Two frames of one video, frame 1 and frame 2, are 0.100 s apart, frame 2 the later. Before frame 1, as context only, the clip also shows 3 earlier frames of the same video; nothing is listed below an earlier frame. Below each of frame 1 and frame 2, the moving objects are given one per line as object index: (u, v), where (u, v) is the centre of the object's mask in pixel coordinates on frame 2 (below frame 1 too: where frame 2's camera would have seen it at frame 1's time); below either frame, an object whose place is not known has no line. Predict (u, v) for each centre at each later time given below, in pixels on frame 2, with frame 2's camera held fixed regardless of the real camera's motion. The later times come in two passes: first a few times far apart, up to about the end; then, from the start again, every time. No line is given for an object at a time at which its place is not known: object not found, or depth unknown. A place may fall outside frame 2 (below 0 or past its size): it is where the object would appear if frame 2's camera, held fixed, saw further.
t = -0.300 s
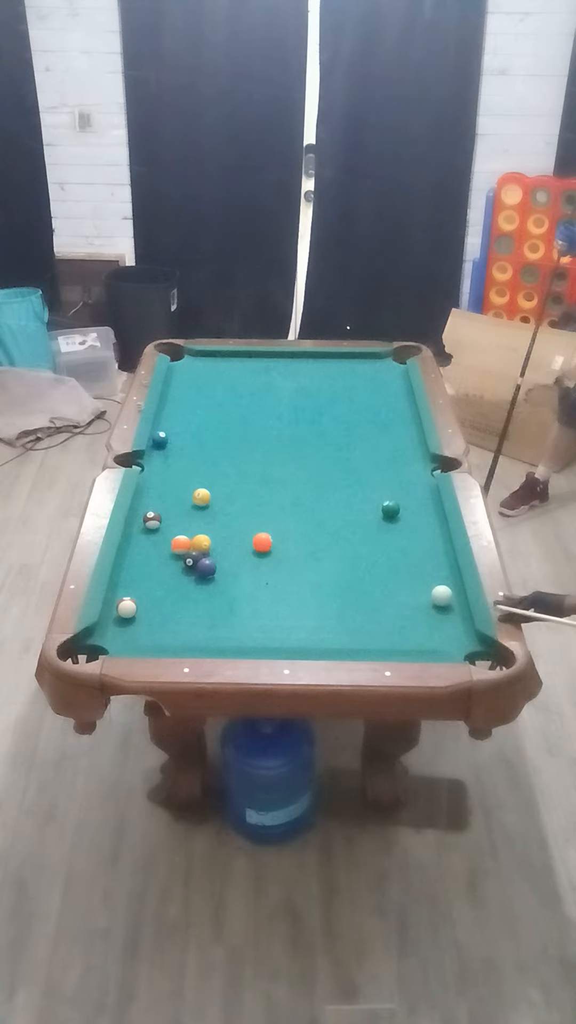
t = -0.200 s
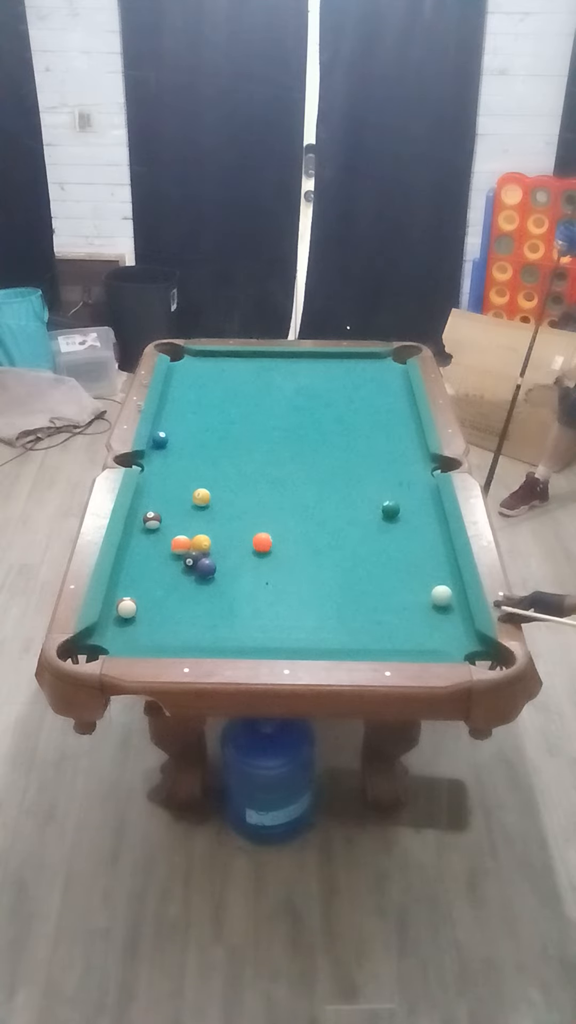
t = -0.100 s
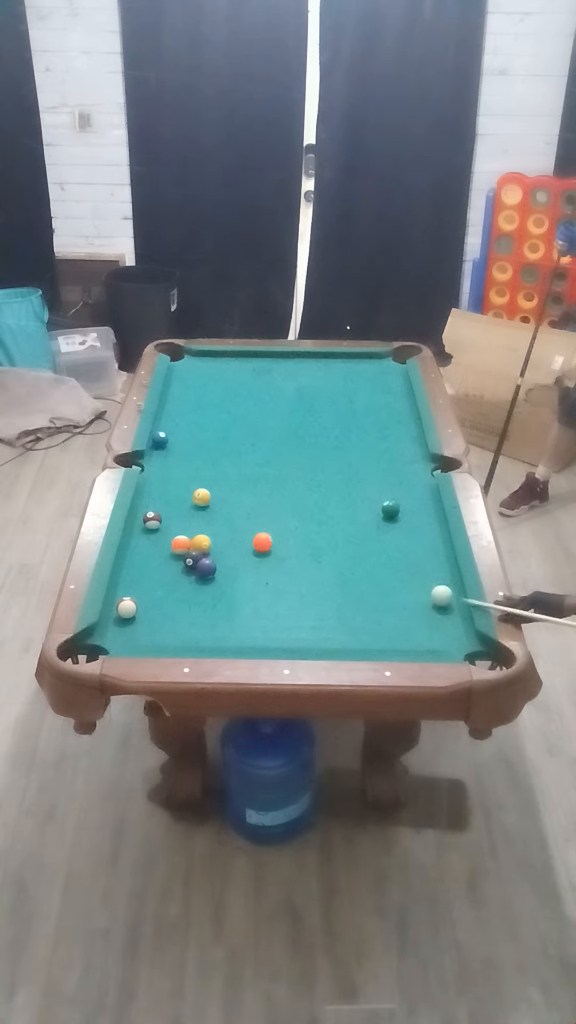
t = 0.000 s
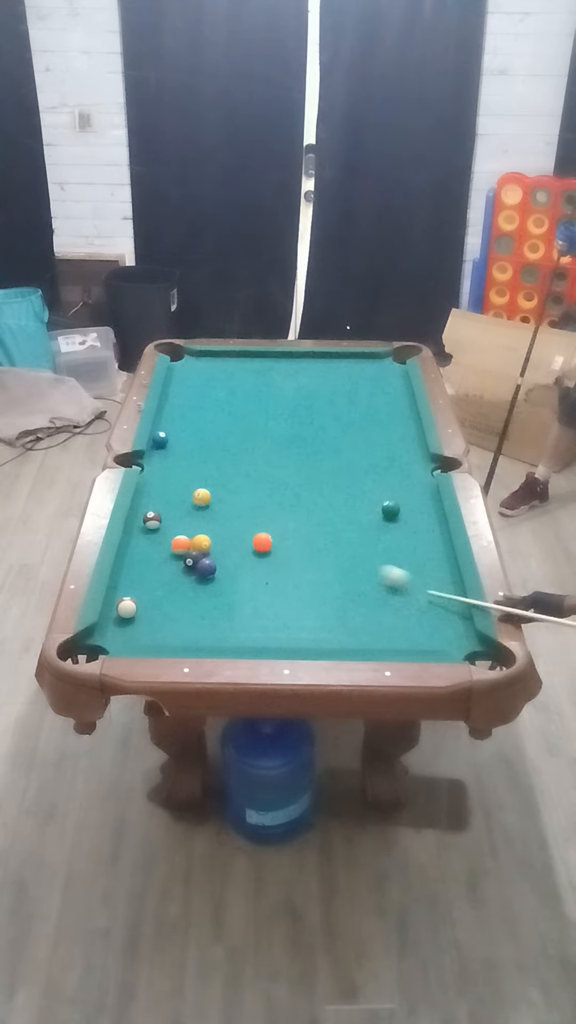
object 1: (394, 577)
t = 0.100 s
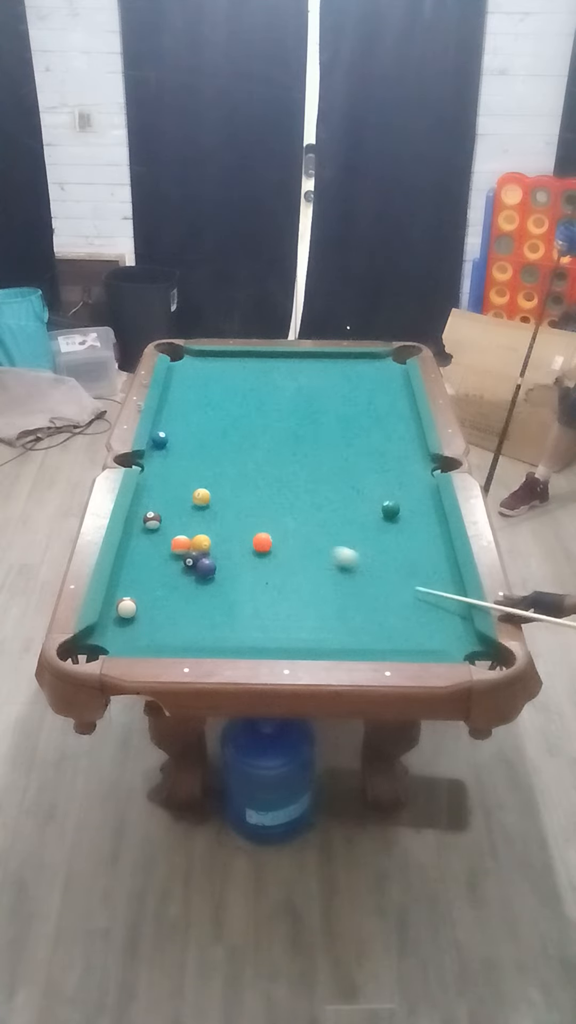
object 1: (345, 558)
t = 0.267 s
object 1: (276, 529)
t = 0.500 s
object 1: (206, 505)
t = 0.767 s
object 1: (168, 501)
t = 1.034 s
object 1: (146, 497)
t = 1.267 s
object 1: (160, 497)
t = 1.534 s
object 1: (173, 495)
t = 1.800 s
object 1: (183, 494)
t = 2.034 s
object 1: (190, 493)
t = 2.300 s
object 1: (195, 492)
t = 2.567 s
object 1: (197, 492)
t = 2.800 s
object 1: (197, 492)
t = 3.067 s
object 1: (197, 492)
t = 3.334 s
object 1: (197, 492)
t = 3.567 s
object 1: (197, 492)
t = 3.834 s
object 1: (197, 492)
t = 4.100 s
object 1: (197, 491)
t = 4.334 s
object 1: (197, 492)
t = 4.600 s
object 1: (197, 492)
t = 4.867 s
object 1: (197, 492)
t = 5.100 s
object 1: (197, 492)
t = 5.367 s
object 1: (197, 491)
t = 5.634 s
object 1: (197, 491)
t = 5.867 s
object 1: (197, 492)
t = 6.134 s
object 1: (197, 492)
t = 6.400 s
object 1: (197, 492)
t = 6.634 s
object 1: (197, 492)
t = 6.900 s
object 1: (197, 491)
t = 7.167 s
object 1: (197, 492)
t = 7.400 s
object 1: (197, 492)
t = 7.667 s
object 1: (197, 492)
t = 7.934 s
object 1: (197, 492)
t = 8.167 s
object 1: (197, 492)
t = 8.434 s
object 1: (197, 492)
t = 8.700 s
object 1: (197, 492)
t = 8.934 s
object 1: (197, 492)
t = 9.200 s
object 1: (197, 492)
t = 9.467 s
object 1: (197, 492)
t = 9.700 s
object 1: (197, 491)
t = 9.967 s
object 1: (197, 492)
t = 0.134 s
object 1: (331, 552)
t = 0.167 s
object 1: (316, 546)
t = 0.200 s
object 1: (303, 541)
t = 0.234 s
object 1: (289, 535)
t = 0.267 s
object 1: (276, 529)
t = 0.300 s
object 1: (263, 524)
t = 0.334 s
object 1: (250, 519)
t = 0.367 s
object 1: (238, 514)
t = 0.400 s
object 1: (225, 510)
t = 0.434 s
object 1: (214, 505)
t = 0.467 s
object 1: (210, 505)
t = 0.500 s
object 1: (206, 505)
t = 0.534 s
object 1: (201, 505)
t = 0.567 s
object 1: (196, 505)
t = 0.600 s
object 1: (191, 504)
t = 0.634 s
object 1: (186, 503)
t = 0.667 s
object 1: (182, 503)
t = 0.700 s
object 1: (177, 502)
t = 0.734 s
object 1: (172, 502)
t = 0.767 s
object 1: (168, 501)
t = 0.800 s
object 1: (163, 501)
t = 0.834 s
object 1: (158, 500)
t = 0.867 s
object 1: (154, 500)
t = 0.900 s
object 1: (150, 499)
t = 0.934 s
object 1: (145, 498)
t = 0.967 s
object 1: (142, 498)
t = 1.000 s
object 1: (143, 498)
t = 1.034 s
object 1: (146, 497)
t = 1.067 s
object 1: (148, 497)
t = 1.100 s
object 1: (150, 497)
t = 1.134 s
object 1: (152, 497)
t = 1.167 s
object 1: (154, 497)
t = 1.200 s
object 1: (156, 497)
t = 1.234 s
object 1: (158, 497)
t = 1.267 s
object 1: (160, 497)
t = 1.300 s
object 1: (161, 496)
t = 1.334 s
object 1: (163, 496)
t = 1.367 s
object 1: (165, 496)
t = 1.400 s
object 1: (167, 496)
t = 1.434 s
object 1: (168, 496)
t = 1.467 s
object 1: (170, 496)
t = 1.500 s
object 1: (171, 495)
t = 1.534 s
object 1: (173, 495)
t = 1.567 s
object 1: (174, 495)
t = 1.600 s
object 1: (176, 495)
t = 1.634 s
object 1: (177, 495)
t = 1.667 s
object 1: (179, 494)
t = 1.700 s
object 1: (180, 494)
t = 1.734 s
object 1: (181, 494)
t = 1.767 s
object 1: (182, 494)
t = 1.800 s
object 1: (183, 494)
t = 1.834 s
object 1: (184, 494)
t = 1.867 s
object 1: (185, 494)
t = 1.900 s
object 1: (186, 493)
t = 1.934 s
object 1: (187, 493)
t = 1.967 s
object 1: (188, 493)
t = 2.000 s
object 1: (189, 493)
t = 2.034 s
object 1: (190, 493)
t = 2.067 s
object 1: (190, 493)
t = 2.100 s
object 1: (191, 493)
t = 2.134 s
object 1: (192, 493)
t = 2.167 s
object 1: (192, 493)
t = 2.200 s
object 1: (193, 492)
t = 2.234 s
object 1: (193, 492)
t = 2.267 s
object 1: (194, 492)
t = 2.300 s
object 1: (195, 492)
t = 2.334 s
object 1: (195, 492)
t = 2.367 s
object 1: (195, 492)
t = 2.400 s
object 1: (196, 492)
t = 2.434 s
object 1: (196, 492)
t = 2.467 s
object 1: (196, 492)
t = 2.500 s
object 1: (196, 492)
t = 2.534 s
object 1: (197, 492)
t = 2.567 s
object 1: (197, 492)
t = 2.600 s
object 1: (197, 492)
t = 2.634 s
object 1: (197, 492)
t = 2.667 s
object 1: (197, 492)
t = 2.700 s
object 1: (197, 492)
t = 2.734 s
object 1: (197, 492)
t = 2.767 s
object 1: (197, 492)
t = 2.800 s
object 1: (197, 492)
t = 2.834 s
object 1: (197, 492)
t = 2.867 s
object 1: (197, 492)
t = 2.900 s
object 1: (197, 492)
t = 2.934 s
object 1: (197, 492)
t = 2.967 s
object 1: (197, 492)
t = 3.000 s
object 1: (197, 492)
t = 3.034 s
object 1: (197, 492)
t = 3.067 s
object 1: (197, 492)
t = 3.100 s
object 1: (197, 492)
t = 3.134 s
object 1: (197, 492)
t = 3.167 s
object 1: (197, 492)
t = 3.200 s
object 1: (197, 492)
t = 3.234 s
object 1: (197, 492)
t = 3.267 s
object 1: (197, 492)
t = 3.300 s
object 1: (197, 492)
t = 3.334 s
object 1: (197, 492)
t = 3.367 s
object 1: (197, 492)
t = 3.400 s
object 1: (197, 492)
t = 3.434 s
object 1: (197, 492)
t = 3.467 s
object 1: (197, 492)
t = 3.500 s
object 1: (197, 492)
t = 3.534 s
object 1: (197, 492)
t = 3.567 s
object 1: (197, 492)
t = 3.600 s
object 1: (197, 492)
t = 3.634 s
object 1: (197, 492)
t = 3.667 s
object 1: (197, 492)
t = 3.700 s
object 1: (197, 492)
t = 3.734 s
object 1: (197, 492)
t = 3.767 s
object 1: (197, 492)
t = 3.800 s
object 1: (197, 492)
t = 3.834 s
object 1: (197, 492)
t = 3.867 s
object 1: (197, 492)
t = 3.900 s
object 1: (197, 492)
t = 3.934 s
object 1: (197, 492)
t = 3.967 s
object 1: (197, 492)
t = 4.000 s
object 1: (197, 492)
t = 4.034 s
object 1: (197, 492)
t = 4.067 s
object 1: (197, 491)
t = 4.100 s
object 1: (197, 491)
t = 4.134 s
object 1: (197, 491)
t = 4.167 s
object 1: (197, 492)
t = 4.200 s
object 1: (197, 491)
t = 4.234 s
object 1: (197, 491)
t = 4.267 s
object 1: (197, 491)
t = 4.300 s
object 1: (197, 492)
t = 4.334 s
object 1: (197, 492)
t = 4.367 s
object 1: (197, 492)
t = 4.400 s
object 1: (197, 492)
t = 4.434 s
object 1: (197, 492)
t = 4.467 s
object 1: (197, 492)
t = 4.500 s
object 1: (197, 492)
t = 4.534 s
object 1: (197, 492)
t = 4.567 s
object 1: (197, 492)
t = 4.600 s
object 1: (197, 492)
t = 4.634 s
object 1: (197, 491)
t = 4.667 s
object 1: (197, 492)
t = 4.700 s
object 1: (197, 492)
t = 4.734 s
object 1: (197, 492)
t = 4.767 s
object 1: (197, 492)
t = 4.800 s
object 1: (197, 492)
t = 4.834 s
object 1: (197, 492)
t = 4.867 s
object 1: (197, 492)
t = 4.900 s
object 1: (197, 492)
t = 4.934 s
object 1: (197, 492)
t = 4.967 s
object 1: (197, 492)
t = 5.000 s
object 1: (197, 492)
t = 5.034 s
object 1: (197, 492)
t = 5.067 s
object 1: (197, 492)
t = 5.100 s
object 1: (197, 492)
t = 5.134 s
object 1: (197, 492)
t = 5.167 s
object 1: (197, 492)
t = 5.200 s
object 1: (197, 492)
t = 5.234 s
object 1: (197, 492)
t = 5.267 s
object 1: (197, 492)
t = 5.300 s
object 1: (197, 492)
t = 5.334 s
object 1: (197, 492)
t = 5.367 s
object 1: (197, 491)
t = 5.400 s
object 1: (197, 492)
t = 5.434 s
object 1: (197, 492)
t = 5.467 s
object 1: (197, 492)
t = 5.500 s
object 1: (197, 492)
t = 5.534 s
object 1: (197, 492)
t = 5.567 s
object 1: (197, 492)
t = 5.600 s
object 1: (197, 492)
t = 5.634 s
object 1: (197, 491)
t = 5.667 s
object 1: (197, 492)
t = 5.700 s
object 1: (197, 492)
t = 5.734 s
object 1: (197, 492)
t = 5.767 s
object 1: (197, 491)
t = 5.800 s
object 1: (197, 492)
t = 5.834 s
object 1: (197, 492)
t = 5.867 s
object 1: (197, 492)
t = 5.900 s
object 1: (197, 492)
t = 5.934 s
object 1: (197, 492)
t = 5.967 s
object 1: (197, 492)
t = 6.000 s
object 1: (197, 492)
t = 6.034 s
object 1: (197, 491)
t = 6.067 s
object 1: (197, 492)
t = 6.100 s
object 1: (197, 491)
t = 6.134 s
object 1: (197, 492)
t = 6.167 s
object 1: (197, 492)
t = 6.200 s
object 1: (197, 491)
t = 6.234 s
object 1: (197, 491)
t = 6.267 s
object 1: (197, 491)
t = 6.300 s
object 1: (197, 491)
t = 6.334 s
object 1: (197, 492)
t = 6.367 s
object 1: (197, 492)
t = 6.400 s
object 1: (197, 492)
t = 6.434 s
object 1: (197, 492)
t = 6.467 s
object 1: (197, 492)
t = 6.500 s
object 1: (197, 491)
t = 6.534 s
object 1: (197, 491)
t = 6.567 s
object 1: (197, 491)
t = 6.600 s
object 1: (197, 492)
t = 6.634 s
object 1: (197, 492)
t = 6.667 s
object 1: (197, 492)
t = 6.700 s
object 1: (197, 492)
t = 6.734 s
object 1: (197, 492)
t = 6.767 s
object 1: (197, 492)
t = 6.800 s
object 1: (197, 492)
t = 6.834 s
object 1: (197, 492)
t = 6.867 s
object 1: (197, 492)
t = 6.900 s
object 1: (197, 491)
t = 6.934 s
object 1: (197, 491)
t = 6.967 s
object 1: (197, 492)
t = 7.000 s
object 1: (197, 492)
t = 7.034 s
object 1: (197, 492)
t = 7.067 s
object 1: (197, 492)
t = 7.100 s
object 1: (197, 492)
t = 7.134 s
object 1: (197, 492)
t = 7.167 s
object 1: (197, 492)
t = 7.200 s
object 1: (197, 492)
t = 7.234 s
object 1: (197, 492)
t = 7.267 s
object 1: (197, 492)
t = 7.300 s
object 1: (197, 492)
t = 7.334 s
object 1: (197, 492)
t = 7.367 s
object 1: (197, 492)
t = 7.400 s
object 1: (197, 492)
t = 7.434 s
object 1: (197, 492)
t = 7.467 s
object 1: (197, 492)
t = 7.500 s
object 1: (197, 492)
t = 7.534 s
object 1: (197, 492)
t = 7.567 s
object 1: (197, 492)
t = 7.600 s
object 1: (197, 492)
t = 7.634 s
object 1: (197, 492)
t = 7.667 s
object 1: (197, 492)
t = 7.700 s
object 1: (197, 492)
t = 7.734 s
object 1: (197, 492)
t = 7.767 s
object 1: (197, 492)
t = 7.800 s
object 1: (197, 492)
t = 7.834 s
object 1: (197, 492)
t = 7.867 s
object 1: (197, 492)
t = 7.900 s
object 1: (197, 492)
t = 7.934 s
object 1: (197, 492)
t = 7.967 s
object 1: (197, 492)
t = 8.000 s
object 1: (197, 492)
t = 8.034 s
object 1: (197, 492)
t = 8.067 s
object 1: (197, 492)
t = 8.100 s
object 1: (197, 492)
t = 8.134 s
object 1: (197, 492)
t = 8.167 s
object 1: (197, 492)
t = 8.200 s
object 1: (197, 492)
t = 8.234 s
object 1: (197, 492)
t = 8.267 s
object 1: (197, 492)
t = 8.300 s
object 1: (197, 492)
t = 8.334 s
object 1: (197, 492)
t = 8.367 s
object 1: (197, 492)
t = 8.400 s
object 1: (197, 492)
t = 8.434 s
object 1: (197, 492)
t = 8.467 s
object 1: (197, 492)
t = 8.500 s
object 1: (197, 492)
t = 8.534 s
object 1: (197, 492)
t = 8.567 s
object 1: (197, 492)
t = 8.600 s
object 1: (197, 492)
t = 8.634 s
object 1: (197, 492)
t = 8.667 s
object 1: (197, 492)
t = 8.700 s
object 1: (197, 492)
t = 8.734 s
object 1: (197, 492)
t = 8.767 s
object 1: (197, 492)
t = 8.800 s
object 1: (197, 492)
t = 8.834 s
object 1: (197, 492)
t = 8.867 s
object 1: (197, 492)
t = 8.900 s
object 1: (197, 492)
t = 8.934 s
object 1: (197, 492)
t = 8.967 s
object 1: (197, 492)
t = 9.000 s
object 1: (197, 492)
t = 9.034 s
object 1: (197, 492)
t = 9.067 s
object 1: (197, 492)
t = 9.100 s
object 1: (197, 492)
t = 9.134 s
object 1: (197, 492)
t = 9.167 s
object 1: (197, 492)
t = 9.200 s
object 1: (197, 492)
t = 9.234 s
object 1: (197, 492)
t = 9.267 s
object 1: (197, 492)
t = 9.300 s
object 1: (197, 492)
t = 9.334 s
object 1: (197, 492)
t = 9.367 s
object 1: (197, 492)
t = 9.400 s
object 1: (197, 492)
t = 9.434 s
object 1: (197, 492)
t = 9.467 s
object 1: (197, 492)
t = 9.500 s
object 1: (197, 492)
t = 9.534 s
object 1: (197, 492)
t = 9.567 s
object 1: (197, 492)
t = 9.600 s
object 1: (197, 492)
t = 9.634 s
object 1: (197, 492)
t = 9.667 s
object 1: (197, 491)
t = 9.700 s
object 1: (197, 491)
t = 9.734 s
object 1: (197, 492)
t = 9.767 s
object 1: (197, 491)
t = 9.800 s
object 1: (197, 491)
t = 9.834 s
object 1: (197, 491)
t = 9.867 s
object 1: (197, 491)
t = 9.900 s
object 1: (197, 492)
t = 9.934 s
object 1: (197, 491)
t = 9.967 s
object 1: (197, 492)
